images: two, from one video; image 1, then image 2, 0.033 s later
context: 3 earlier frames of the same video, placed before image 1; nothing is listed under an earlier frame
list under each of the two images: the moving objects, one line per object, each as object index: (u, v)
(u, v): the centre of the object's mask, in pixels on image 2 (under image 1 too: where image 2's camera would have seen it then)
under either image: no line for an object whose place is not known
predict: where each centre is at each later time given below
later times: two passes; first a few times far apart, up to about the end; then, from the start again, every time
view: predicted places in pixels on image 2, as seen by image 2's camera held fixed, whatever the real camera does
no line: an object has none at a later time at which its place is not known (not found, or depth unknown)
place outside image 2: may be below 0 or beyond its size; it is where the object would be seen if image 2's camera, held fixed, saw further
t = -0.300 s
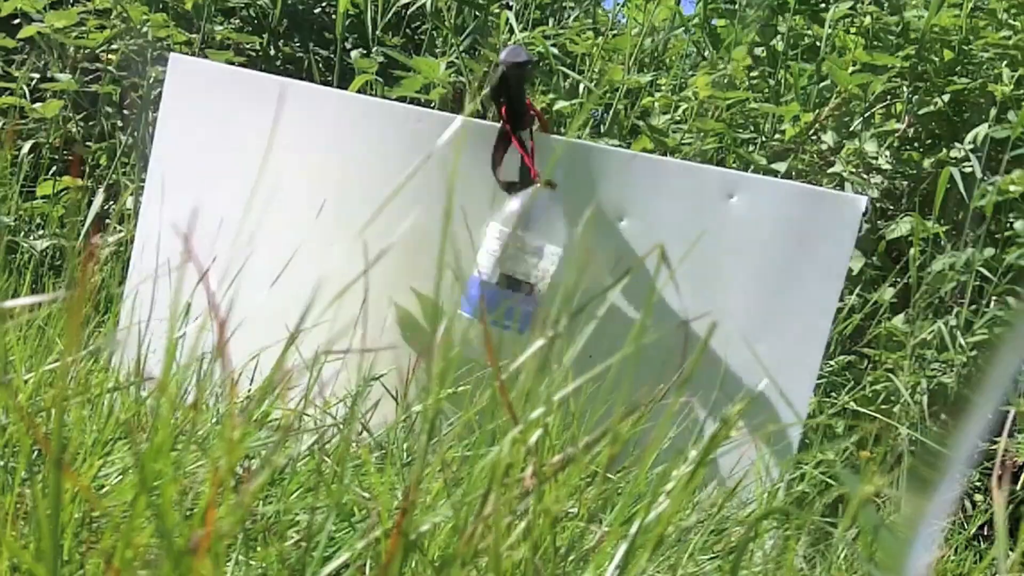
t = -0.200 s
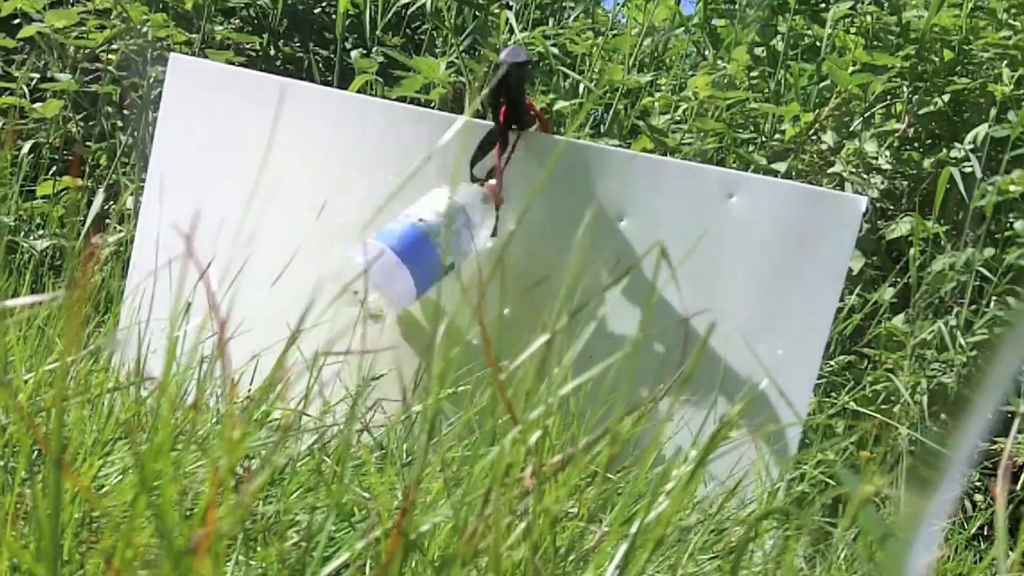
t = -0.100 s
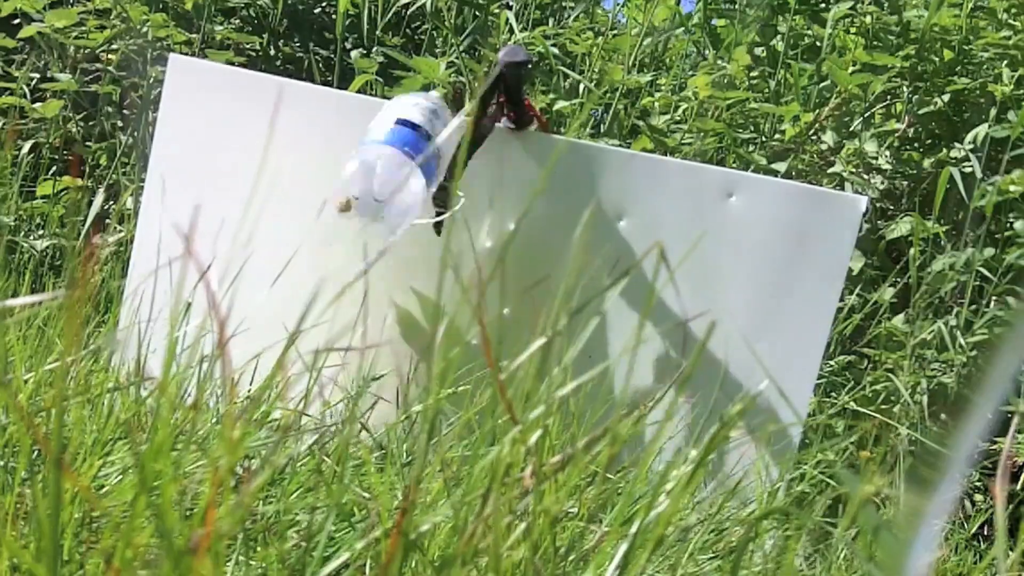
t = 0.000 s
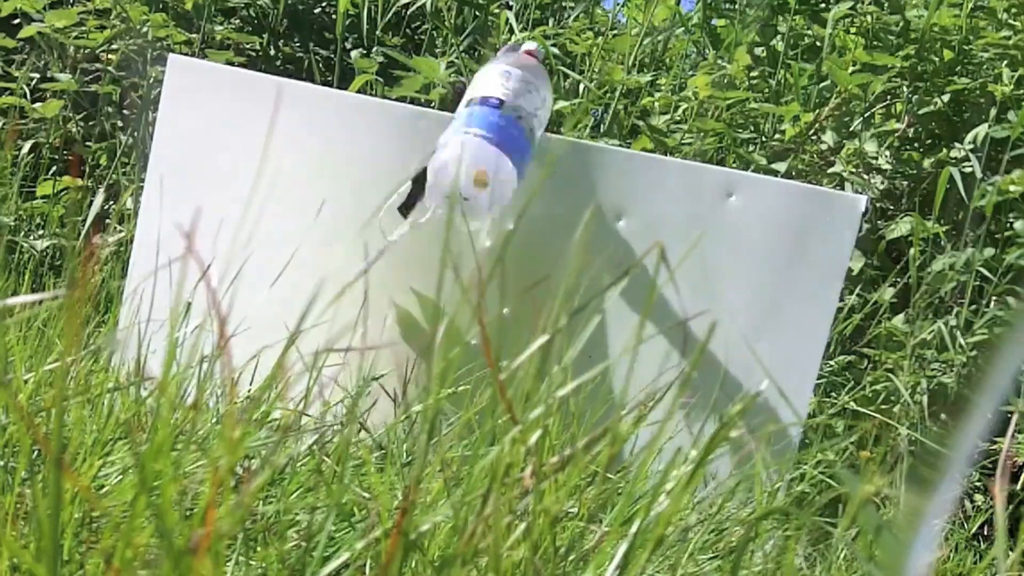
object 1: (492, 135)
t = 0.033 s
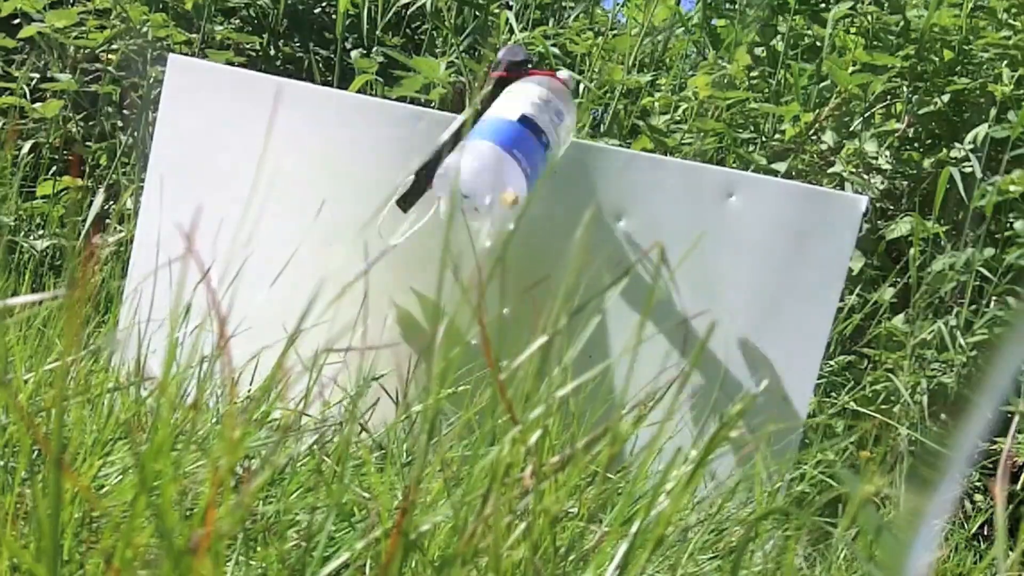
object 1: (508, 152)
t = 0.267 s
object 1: (533, 200)
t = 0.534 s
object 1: (518, 160)
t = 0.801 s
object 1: (528, 239)
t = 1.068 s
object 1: (383, 180)
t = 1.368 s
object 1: (516, 209)
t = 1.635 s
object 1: (523, 229)
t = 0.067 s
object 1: (516, 163)
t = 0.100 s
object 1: (516, 176)
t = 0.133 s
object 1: (533, 181)
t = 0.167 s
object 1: (537, 180)
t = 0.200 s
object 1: (540, 180)
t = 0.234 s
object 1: (548, 195)
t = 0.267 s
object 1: (533, 200)
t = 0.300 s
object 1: (513, 212)
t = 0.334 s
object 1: (485, 227)
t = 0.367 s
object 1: (452, 241)
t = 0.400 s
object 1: (434, 229)
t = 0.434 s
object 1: (432, 209)
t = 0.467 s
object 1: (451, 177)
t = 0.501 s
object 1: (482, 162)
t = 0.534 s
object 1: (518, 160)
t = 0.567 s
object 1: (554, 169)
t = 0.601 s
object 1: (581, 185)
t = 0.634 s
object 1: (595, 207)
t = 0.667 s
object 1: (604, 241)
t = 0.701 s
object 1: (586, 249)
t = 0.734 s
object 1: (564, 249)
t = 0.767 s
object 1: (541, 244)
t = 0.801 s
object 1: (528, 239)
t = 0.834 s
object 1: (515, 230)
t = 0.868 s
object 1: (505, 223)
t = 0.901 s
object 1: (494, 220)
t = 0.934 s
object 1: (482, 203)
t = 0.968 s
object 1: (465, 217)
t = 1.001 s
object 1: (440, 220)
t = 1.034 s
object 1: (411, 203)
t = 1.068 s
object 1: (383, 180)
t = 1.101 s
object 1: (366, 151)
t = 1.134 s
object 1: (357, 126)
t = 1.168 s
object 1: (364, 106)
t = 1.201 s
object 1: (379, 96)
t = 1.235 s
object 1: (403, 97)
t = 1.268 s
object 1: (436, 115)
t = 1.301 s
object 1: (469, 147)
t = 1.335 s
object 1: (495, 184)
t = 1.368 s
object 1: (516, 209)
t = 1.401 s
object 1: (520, 232)
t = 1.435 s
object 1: (517, 241)
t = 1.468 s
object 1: (513, 248)
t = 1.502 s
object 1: (513, 246)
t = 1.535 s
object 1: (512, 235)
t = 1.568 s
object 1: (516, 232)
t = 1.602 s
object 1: (519, 231)
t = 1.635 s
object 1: (523, 229)
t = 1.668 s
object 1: (530, 232)
